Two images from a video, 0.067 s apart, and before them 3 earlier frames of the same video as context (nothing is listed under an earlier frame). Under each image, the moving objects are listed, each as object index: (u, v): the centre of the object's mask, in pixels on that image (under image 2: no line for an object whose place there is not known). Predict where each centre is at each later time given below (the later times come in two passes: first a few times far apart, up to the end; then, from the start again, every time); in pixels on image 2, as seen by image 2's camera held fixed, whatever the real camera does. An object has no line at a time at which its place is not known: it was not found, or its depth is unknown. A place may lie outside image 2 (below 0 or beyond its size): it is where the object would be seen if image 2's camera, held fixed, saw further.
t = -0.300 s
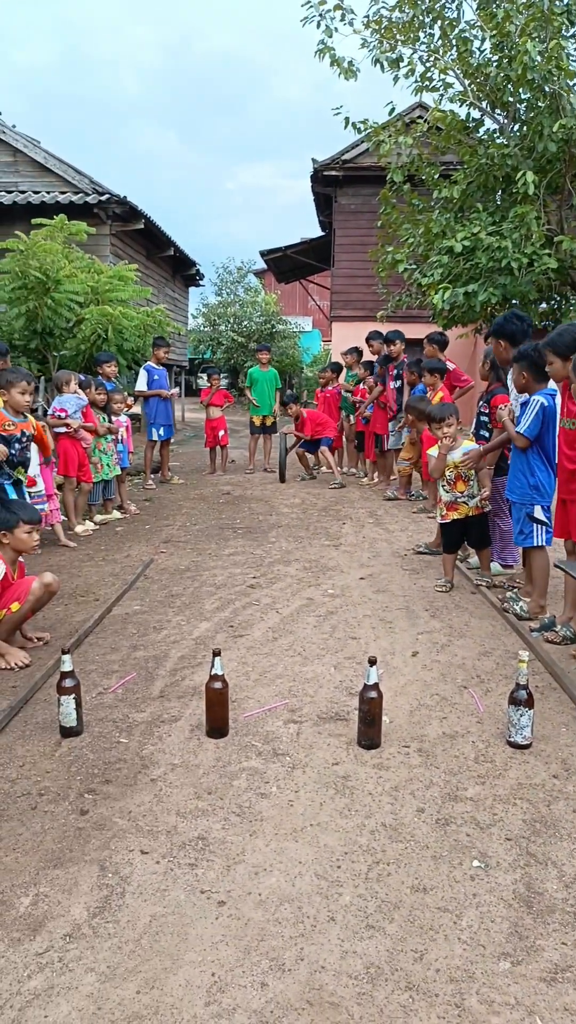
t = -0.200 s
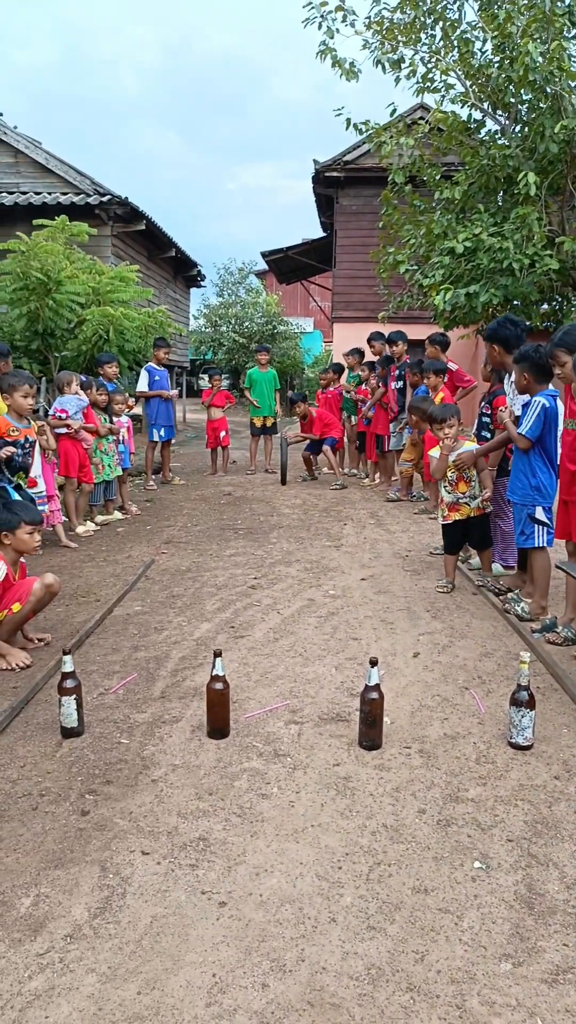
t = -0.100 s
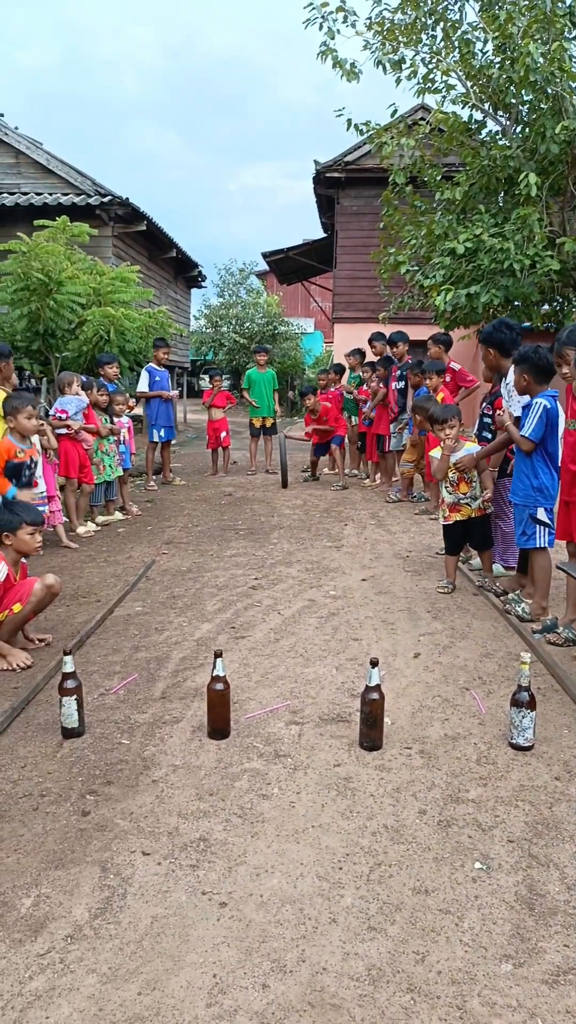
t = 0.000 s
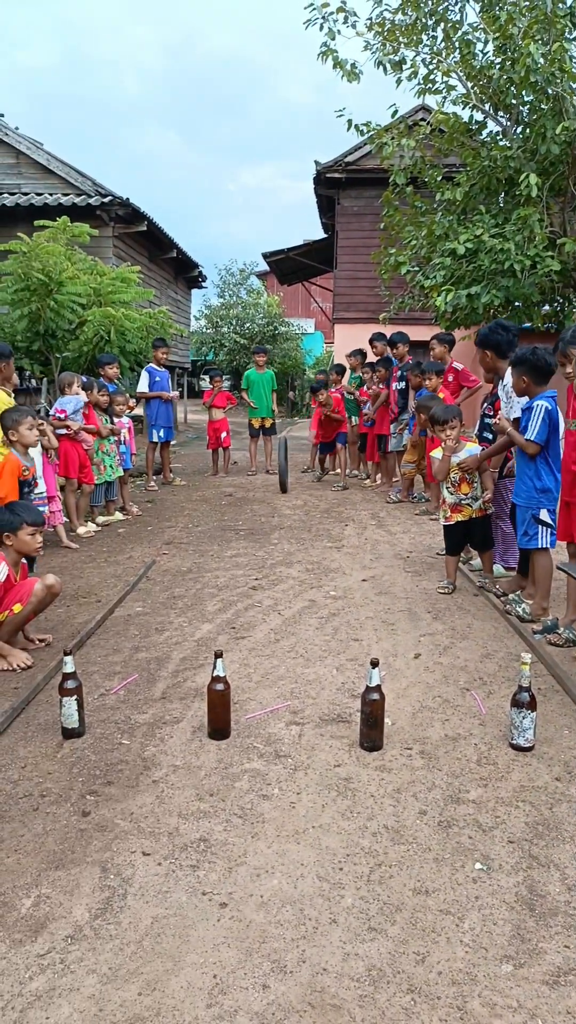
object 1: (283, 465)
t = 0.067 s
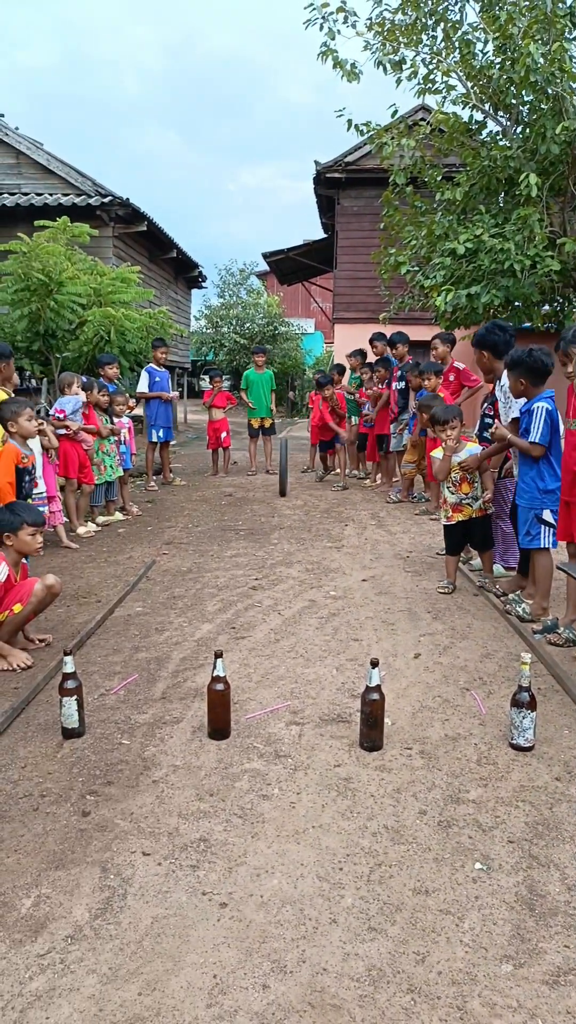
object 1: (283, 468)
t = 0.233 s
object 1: (282, 473)
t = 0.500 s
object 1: (279, 487)
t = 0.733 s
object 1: (273, 504)
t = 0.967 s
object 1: (262, 523)
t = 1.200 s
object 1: (246, 548)
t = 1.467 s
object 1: (214, 591)
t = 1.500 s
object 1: (208, 596)
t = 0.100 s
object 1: (283, 469)
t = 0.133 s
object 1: (284, 469)
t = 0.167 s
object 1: (283, 471)
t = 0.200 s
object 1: (283, 472)
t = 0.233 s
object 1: (282, 473)
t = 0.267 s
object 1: (282, 475)
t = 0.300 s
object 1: (281, 477)
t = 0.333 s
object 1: (281, 479)
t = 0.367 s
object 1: (281, 480)
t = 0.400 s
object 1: (281, 481)
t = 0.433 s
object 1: (280, 483)
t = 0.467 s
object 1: (280, 486)
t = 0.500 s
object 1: (279, 487)
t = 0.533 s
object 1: (278, 489)
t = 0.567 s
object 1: (278, 493)
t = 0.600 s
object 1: (277, 495)
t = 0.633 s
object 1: (276, 497)
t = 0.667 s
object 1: (275, 499)
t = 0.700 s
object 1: (274, 501)
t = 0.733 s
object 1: (273, 504)
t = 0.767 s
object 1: (272, 506)
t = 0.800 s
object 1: (271, 509)
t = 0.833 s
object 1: (269, 513)
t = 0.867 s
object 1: (267, 515)
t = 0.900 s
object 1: (266, 517)
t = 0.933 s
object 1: (264, 519)
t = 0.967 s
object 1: (262, 523)
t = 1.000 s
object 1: (260, 526)
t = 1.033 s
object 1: (258, 530)
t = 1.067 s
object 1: (256, 534)
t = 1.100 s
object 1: (254, 538)
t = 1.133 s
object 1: (251, 543)
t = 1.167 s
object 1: (249, 545)
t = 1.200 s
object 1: (246, 548)
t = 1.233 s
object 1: (243, 553)
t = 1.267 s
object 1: (239, 558)
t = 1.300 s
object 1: (235, 563)
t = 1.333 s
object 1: (231, 568)
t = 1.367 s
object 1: (228, 572)
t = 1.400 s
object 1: (223, 580)
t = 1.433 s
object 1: (219, 587)
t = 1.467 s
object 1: (214, 591)
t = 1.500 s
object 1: (208, 596)
